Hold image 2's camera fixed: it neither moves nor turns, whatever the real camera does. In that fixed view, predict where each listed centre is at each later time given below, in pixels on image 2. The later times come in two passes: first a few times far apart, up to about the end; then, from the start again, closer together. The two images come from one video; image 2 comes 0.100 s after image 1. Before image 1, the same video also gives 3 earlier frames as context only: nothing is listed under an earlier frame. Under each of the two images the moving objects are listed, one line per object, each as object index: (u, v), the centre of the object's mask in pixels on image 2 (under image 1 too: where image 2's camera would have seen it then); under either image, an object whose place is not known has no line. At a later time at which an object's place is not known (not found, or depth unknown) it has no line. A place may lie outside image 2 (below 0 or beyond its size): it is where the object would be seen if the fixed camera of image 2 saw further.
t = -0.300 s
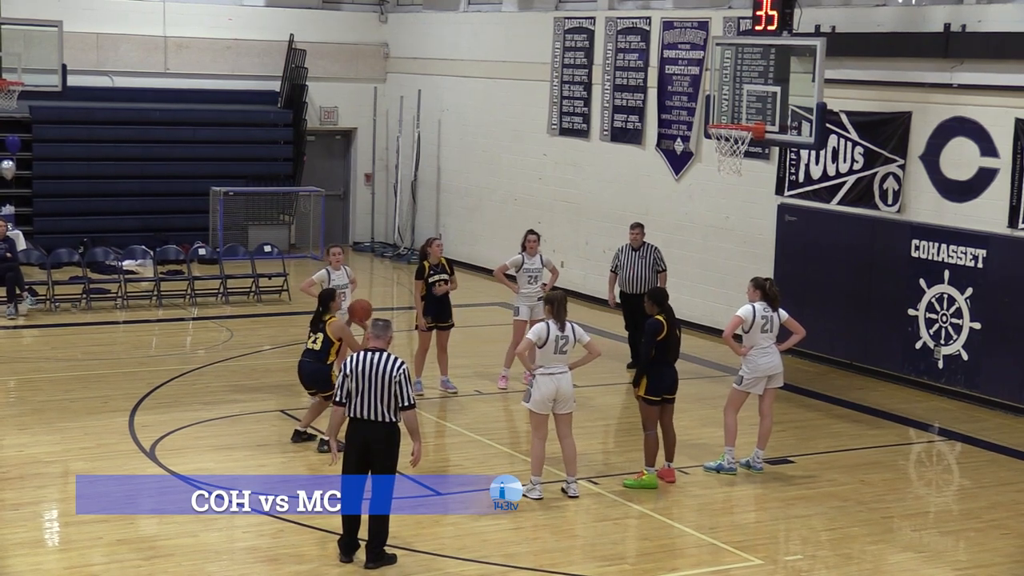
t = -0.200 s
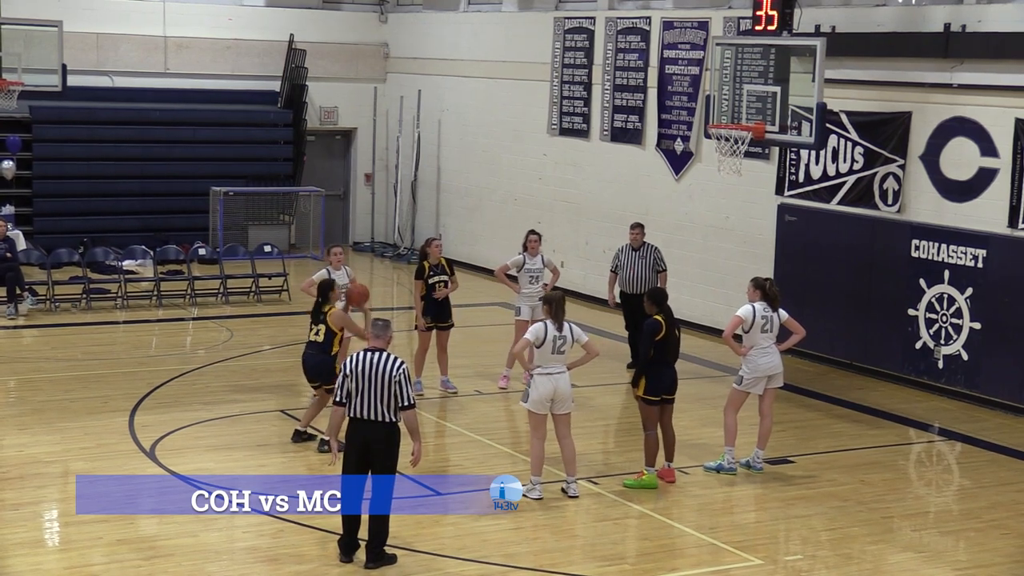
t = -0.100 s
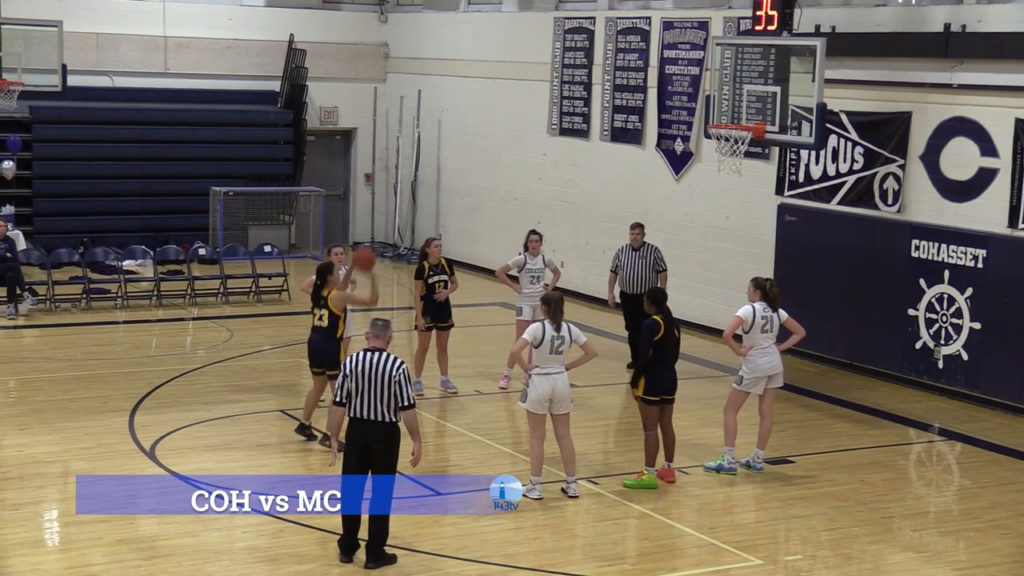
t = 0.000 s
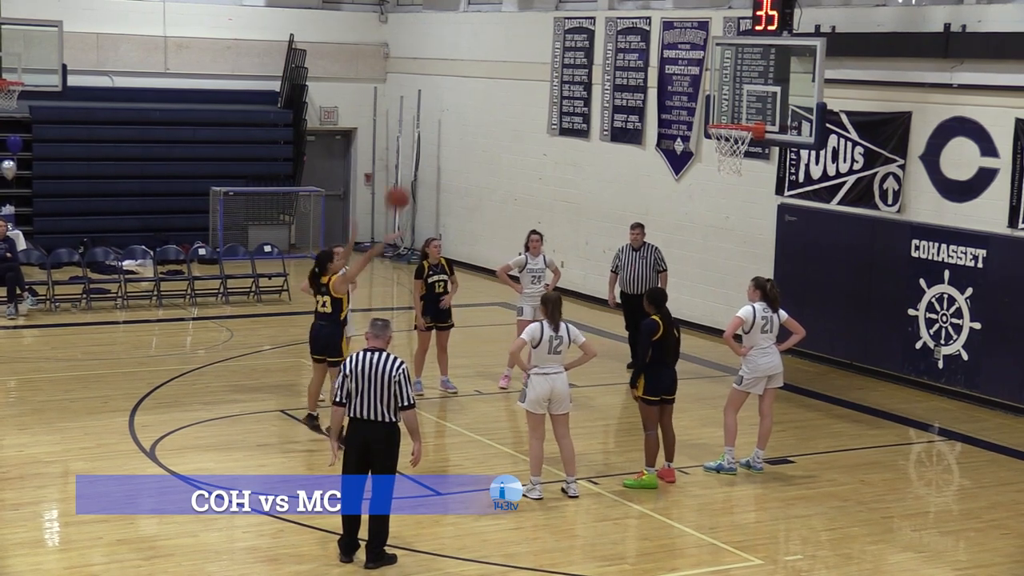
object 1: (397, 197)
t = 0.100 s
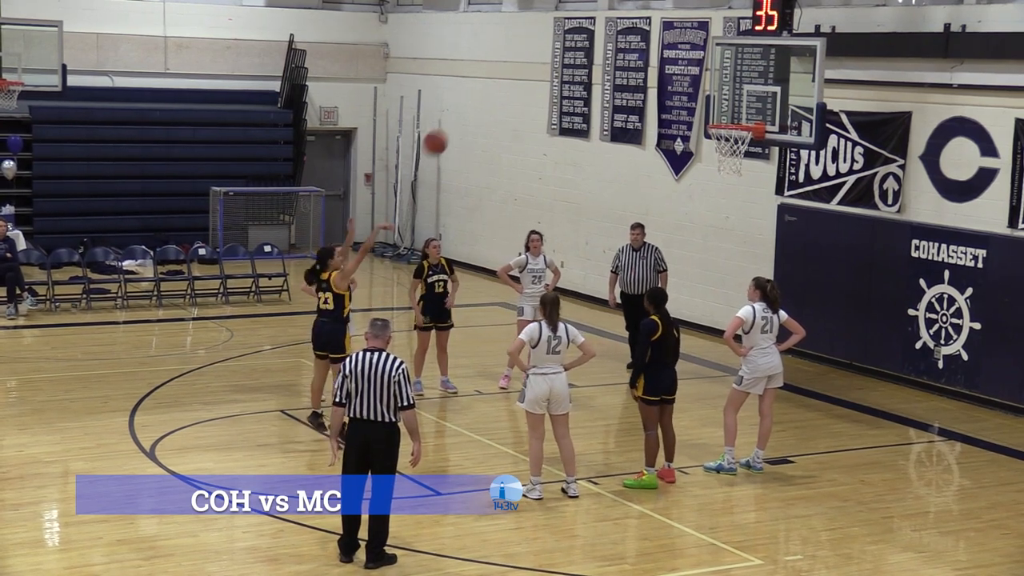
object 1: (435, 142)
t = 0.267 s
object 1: (496, 75)
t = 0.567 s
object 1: (599, 28)
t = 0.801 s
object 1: (672, 53)
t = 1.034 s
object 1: (736, 125)
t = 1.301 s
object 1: (737, 201)
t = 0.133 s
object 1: (448, 127)
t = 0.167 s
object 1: (460, 112)
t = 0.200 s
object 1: (472, 99)
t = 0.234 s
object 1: (484, 86)
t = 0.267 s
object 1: (496, 75)
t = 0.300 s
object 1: (508, 65)
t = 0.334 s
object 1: (520, 57)
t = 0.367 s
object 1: (532, 49)
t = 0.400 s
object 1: (543, 43)
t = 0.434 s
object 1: (554, 37)
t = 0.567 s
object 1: (599, 28)
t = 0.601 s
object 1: (610, 28)
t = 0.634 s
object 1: (621, 29)
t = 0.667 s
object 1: (631, 31)
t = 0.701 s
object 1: (642, 35)
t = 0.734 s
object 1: (651, 40)
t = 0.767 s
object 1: (662, 46)
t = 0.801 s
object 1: (672, 53)
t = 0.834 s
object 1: (682, 60)
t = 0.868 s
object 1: (692, 68)
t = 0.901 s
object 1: (700, 79)
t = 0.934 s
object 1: (710, 89)
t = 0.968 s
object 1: (719, 101)
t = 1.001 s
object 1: (729, 114)
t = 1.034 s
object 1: (736, 125)
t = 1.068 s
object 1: (745, 140)
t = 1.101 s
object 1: (745, 151)
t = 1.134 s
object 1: (745, 156)
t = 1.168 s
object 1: (743, 164)
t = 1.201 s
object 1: (741, 171)
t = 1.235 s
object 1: (740, 180)
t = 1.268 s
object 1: (738, 190)
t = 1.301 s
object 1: (737, 201)
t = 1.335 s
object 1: (735, 212)
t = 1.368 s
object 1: (734, 226)
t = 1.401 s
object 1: (732, 240)
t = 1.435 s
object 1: (731, 254)
